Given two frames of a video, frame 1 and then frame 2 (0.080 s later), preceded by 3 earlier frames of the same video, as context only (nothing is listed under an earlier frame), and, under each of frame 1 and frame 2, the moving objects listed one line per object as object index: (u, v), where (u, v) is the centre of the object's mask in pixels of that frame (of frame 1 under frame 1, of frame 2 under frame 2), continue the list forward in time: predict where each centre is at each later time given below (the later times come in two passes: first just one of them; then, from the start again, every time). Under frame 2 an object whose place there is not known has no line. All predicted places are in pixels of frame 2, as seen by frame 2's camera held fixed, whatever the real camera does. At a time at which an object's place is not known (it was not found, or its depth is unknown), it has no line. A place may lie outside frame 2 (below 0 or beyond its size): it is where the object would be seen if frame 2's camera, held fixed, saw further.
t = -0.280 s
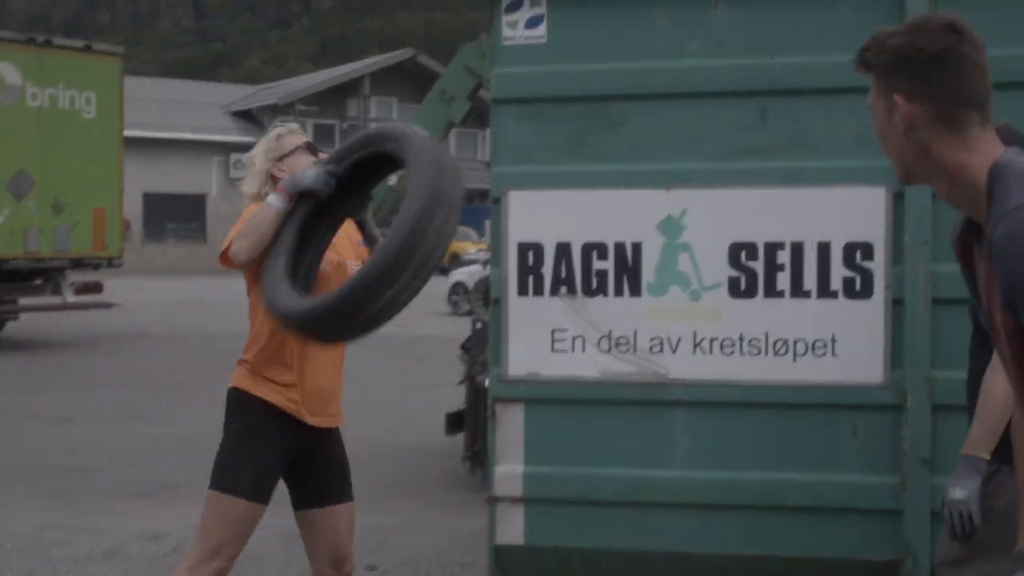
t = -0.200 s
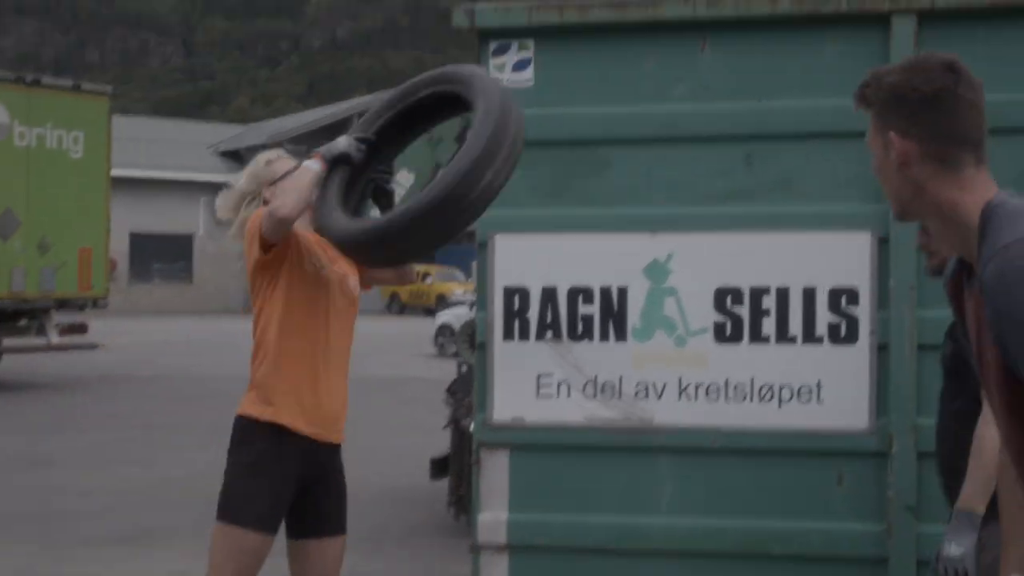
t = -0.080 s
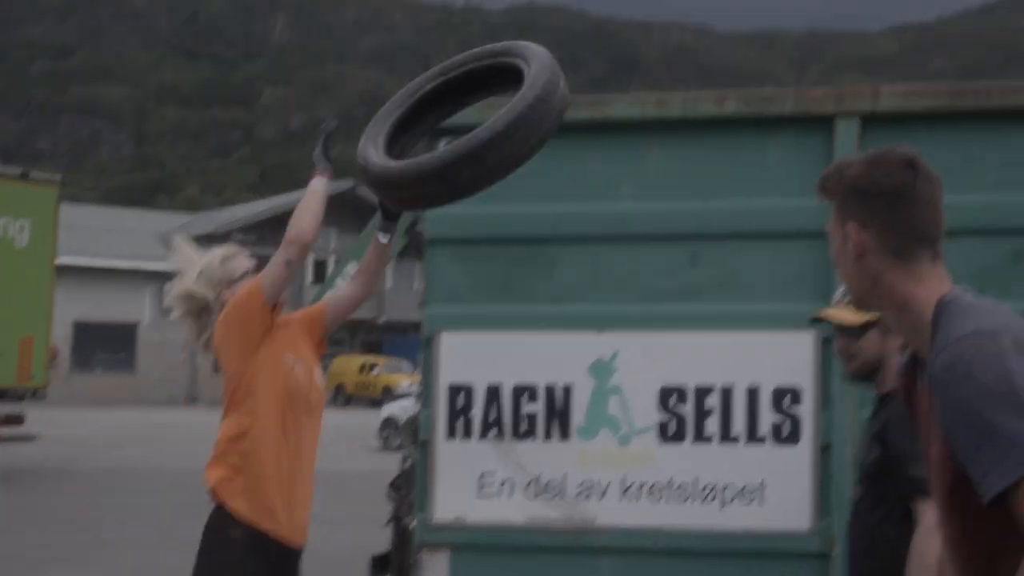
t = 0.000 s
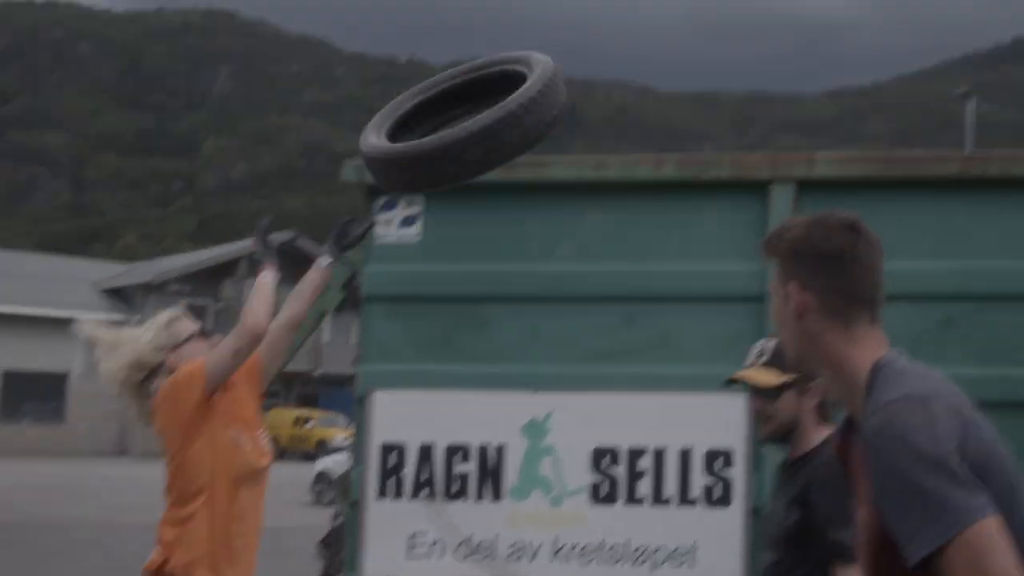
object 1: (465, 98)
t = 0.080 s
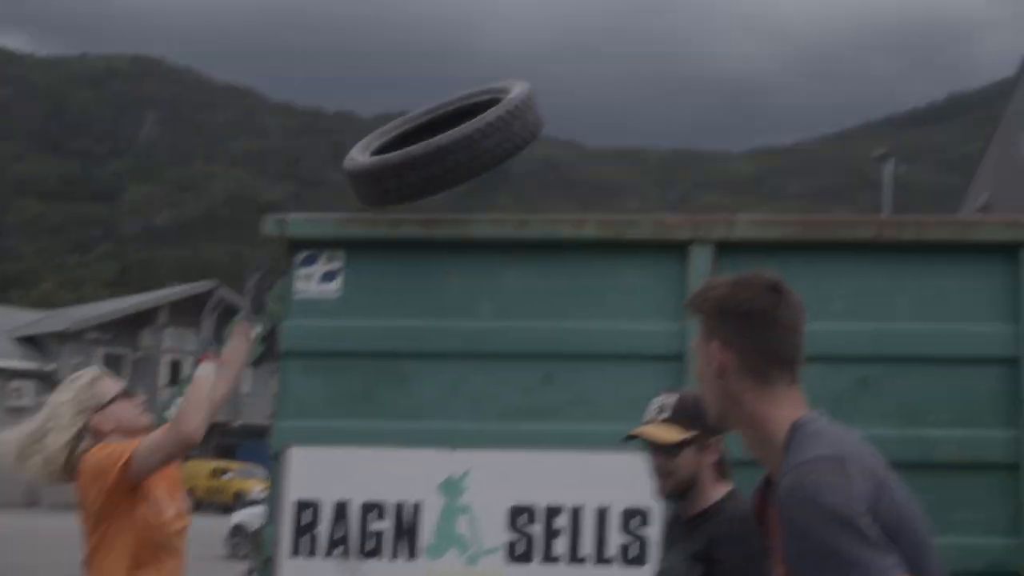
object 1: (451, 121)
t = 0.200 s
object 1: (523, 110)
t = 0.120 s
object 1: (479, 112)
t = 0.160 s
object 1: (502, 110)
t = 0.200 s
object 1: (523, 110)
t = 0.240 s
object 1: (544, 117)
